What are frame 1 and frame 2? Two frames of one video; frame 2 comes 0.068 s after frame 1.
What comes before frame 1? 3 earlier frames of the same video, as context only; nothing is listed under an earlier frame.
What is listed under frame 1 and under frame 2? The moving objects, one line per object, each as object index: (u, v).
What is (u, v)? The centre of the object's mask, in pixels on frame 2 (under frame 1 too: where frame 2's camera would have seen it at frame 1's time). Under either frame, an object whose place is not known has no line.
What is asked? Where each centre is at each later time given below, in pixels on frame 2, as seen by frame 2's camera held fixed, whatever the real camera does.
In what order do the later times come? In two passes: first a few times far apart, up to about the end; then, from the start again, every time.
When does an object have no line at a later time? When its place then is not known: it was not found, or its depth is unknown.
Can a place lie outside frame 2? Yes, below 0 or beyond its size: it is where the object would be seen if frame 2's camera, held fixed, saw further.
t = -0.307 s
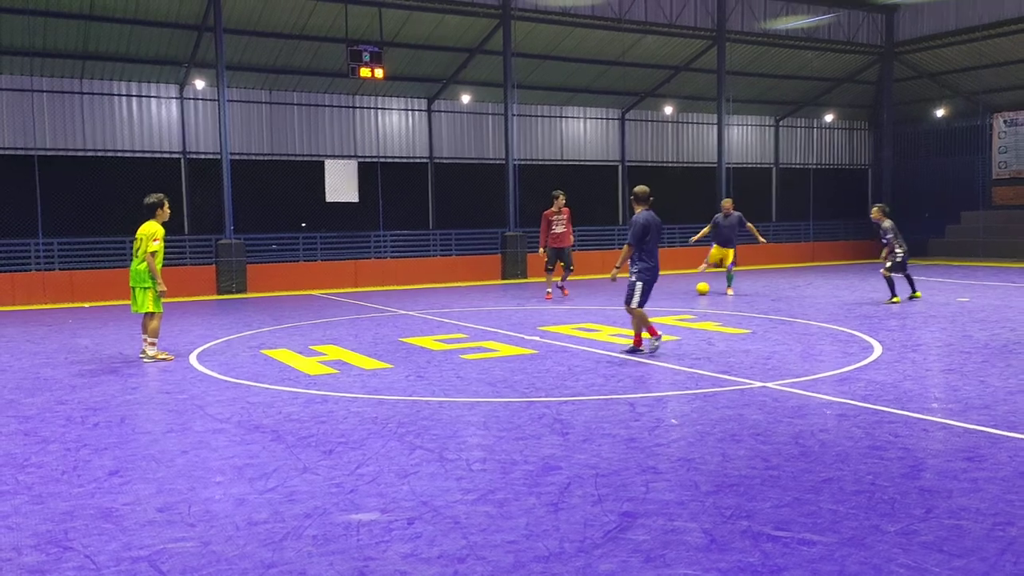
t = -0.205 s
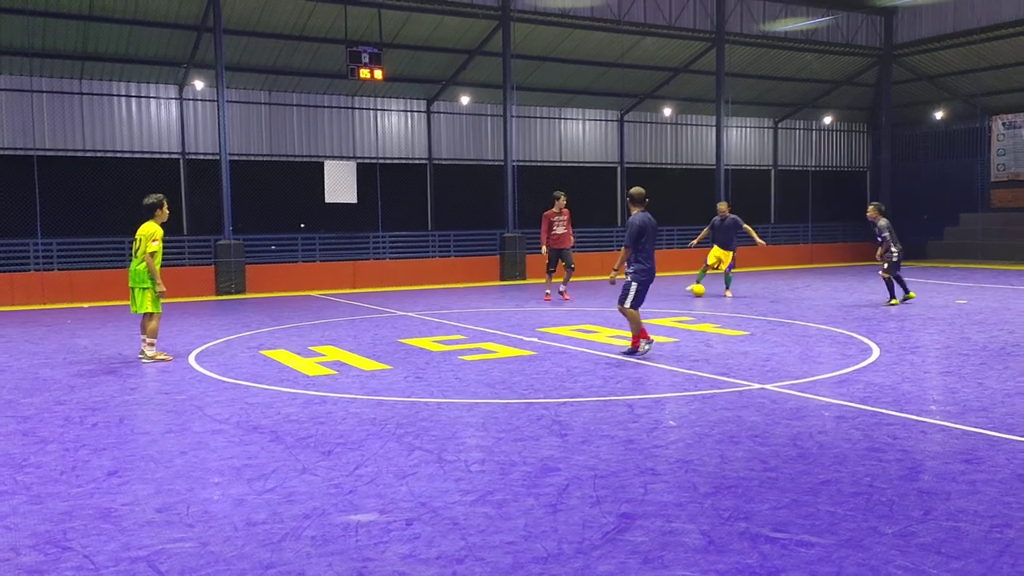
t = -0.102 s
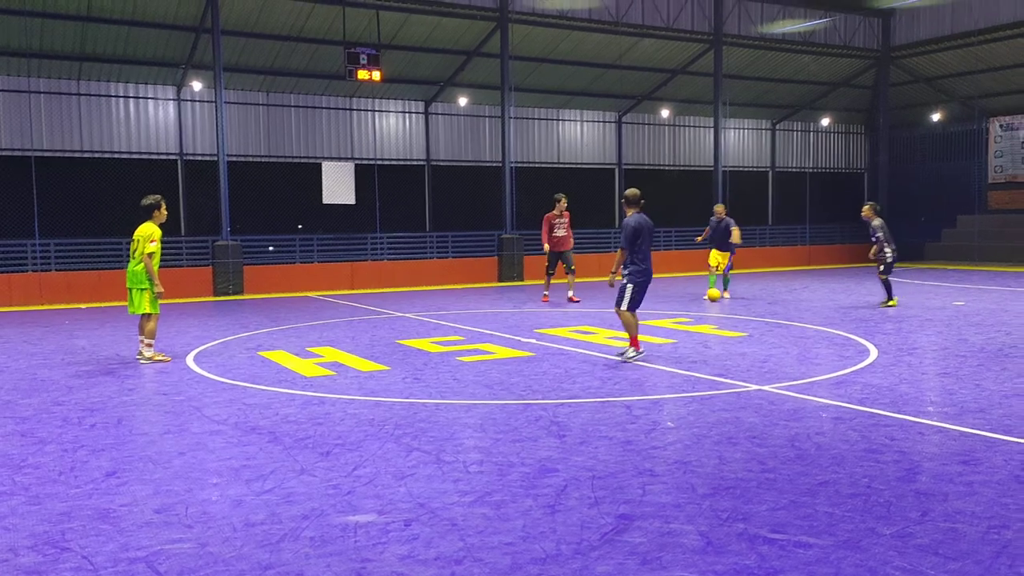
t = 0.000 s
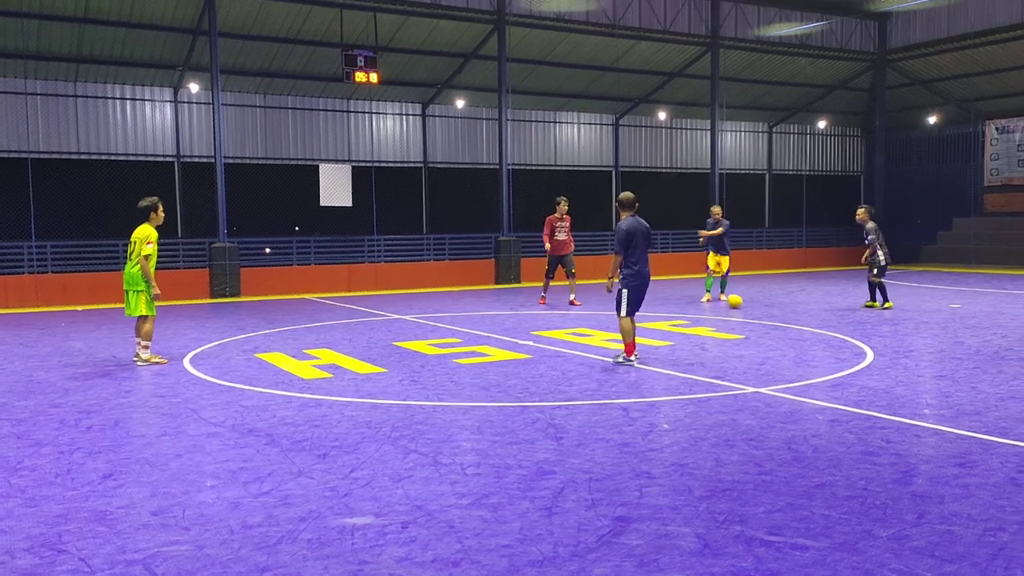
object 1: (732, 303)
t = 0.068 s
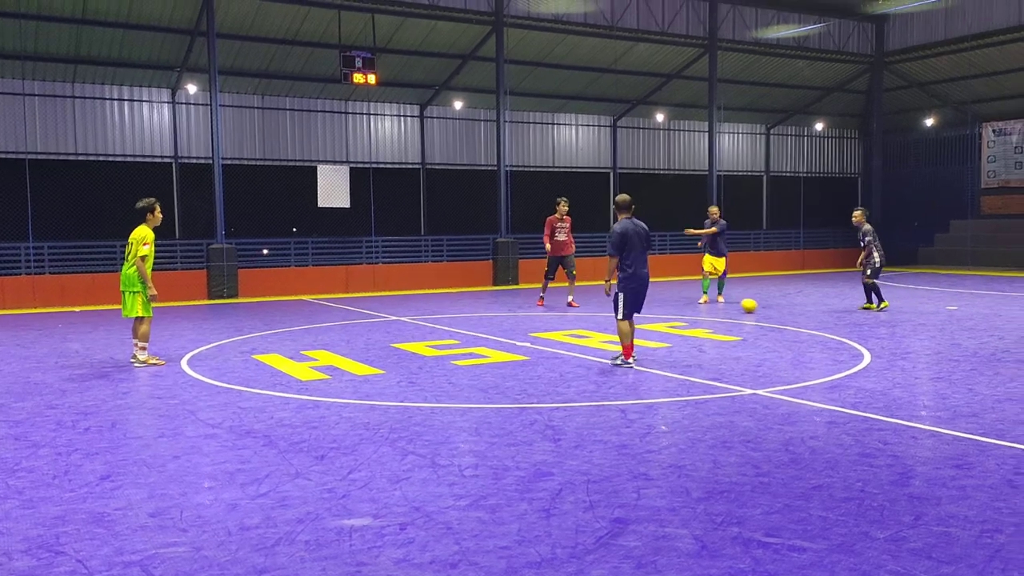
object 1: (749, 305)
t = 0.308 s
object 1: (811, 316)
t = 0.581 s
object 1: (888, 329)
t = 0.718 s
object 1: (932, 336)
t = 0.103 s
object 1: (757, 307)
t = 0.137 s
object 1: (766, 308)
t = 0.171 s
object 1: (775, 310)
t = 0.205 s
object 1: (783, 311)
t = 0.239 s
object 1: (792, 313)
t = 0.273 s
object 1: (802, 315)
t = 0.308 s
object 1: (811, 316)
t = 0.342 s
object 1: (821, 318)
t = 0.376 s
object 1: (831, 320)
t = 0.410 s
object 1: (840, 321)
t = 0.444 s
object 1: (850, 322)
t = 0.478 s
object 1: (859, 324)
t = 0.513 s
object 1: (869, 325)
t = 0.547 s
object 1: (879, 327)
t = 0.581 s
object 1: (888, 329)
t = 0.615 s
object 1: (898, 331)
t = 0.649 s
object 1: (910, 332)
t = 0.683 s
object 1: (921, 334)
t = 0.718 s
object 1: (932, 336)
